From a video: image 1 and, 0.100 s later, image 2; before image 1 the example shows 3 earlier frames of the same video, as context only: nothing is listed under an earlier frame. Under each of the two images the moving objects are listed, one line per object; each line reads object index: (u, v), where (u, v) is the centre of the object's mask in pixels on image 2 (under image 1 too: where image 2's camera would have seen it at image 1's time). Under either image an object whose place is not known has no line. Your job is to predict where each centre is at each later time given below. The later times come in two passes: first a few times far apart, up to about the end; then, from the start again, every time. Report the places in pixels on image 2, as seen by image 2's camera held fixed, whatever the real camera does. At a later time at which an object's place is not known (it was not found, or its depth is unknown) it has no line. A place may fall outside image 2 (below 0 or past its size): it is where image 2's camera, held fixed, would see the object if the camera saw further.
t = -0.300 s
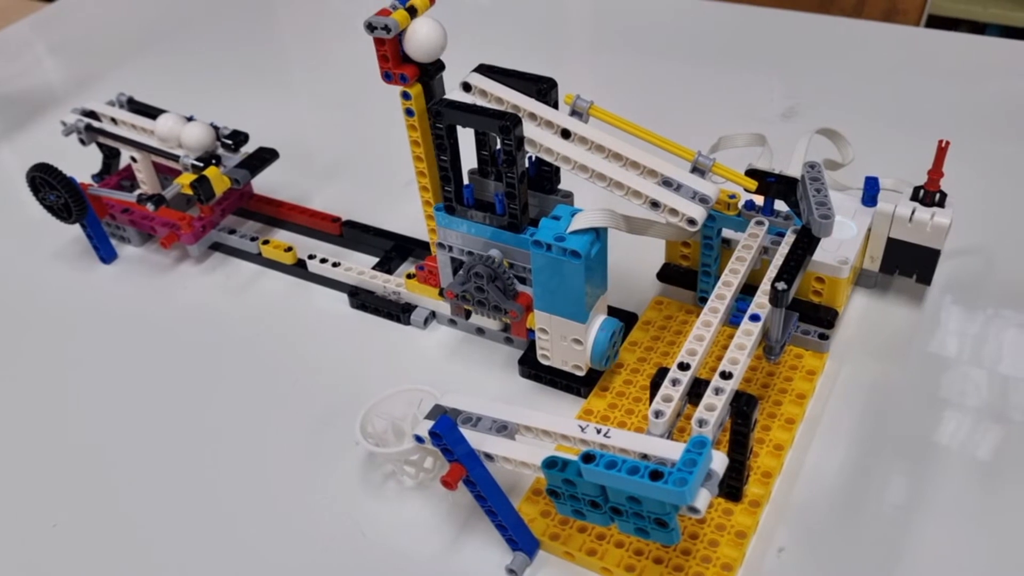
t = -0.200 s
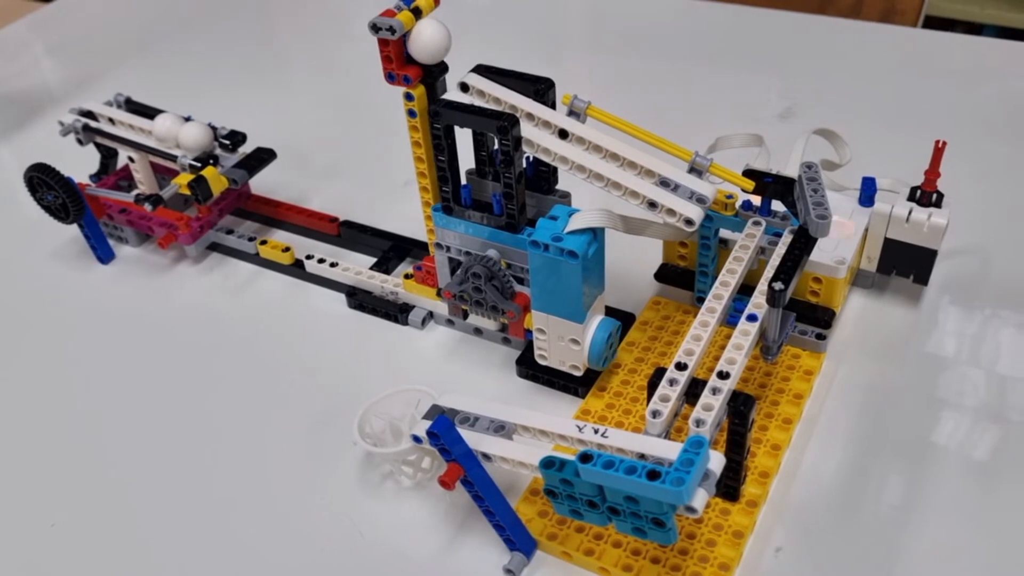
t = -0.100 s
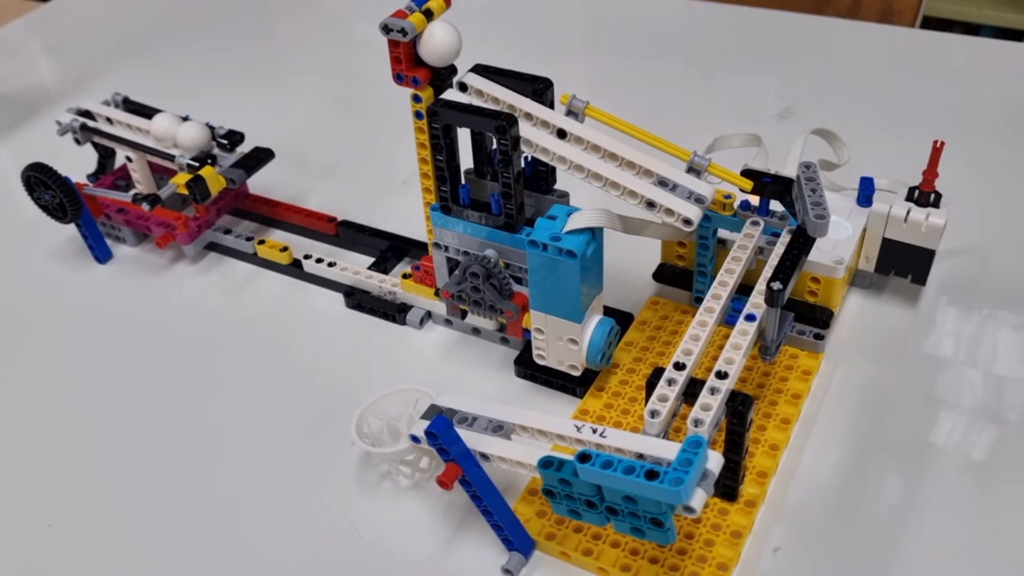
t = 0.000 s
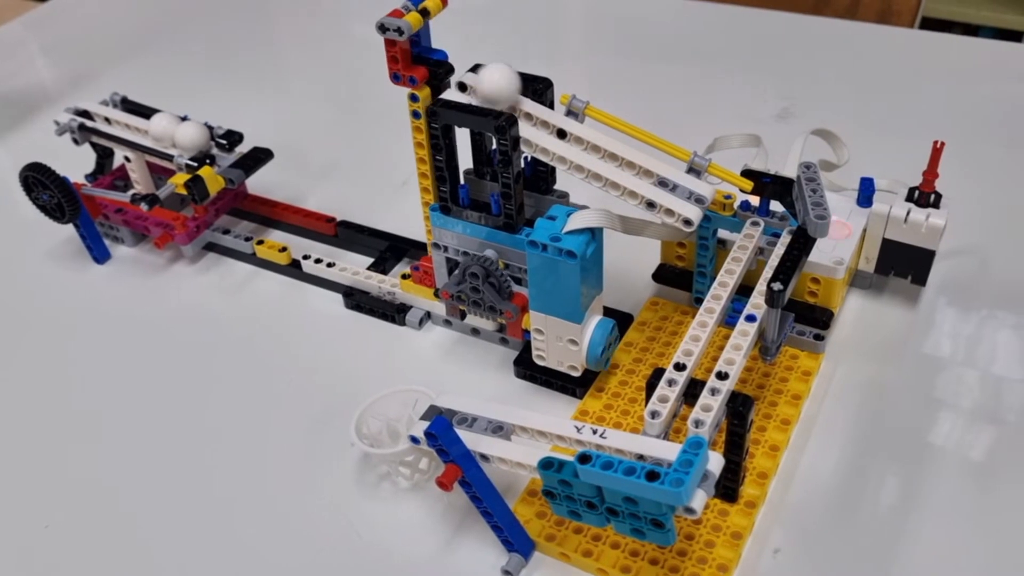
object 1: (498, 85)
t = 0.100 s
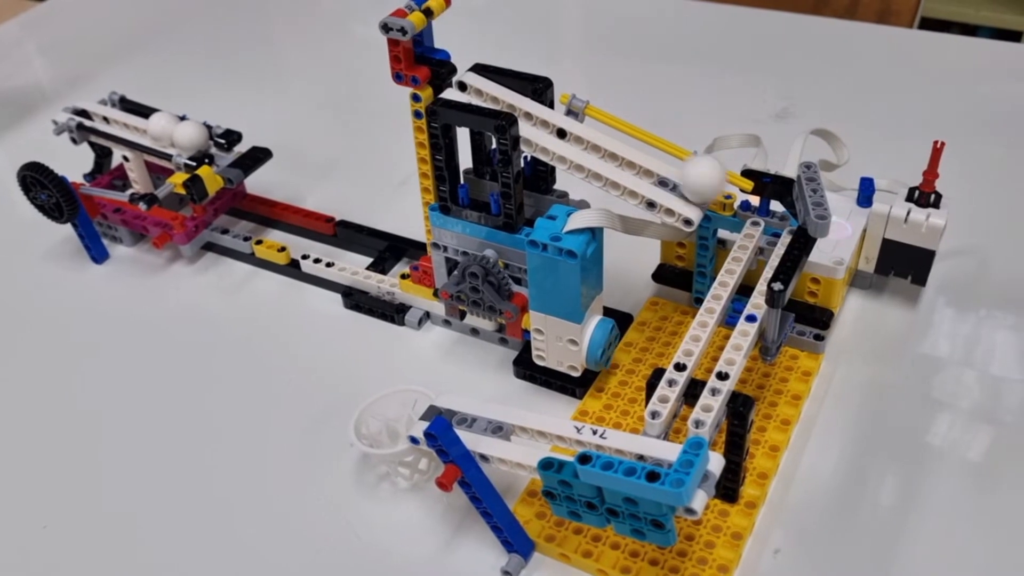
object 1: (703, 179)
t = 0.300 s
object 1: (755, 250)
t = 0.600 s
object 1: (671, 401)
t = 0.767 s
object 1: (477, 408)
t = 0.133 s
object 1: (772, 220)
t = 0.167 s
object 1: (762, 240)
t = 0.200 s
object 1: (760, 241)
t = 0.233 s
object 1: (759, 242)
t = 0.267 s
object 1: (757, 245)
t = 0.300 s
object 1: (755, 250)
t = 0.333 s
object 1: (749, 259)
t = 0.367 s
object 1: (745, 268)
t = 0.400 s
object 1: (739, 278)
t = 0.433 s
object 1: (732, 290)
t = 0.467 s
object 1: (724, 304)
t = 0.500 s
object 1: (710, 331)
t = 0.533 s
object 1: (699, 351)
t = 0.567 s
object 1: (686, 375)
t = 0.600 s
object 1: (671, 401)
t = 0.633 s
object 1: (656, 442)
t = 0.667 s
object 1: (618, 438)
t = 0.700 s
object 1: (579, 431)
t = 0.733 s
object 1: (529, 423)
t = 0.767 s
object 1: (477, 408)
